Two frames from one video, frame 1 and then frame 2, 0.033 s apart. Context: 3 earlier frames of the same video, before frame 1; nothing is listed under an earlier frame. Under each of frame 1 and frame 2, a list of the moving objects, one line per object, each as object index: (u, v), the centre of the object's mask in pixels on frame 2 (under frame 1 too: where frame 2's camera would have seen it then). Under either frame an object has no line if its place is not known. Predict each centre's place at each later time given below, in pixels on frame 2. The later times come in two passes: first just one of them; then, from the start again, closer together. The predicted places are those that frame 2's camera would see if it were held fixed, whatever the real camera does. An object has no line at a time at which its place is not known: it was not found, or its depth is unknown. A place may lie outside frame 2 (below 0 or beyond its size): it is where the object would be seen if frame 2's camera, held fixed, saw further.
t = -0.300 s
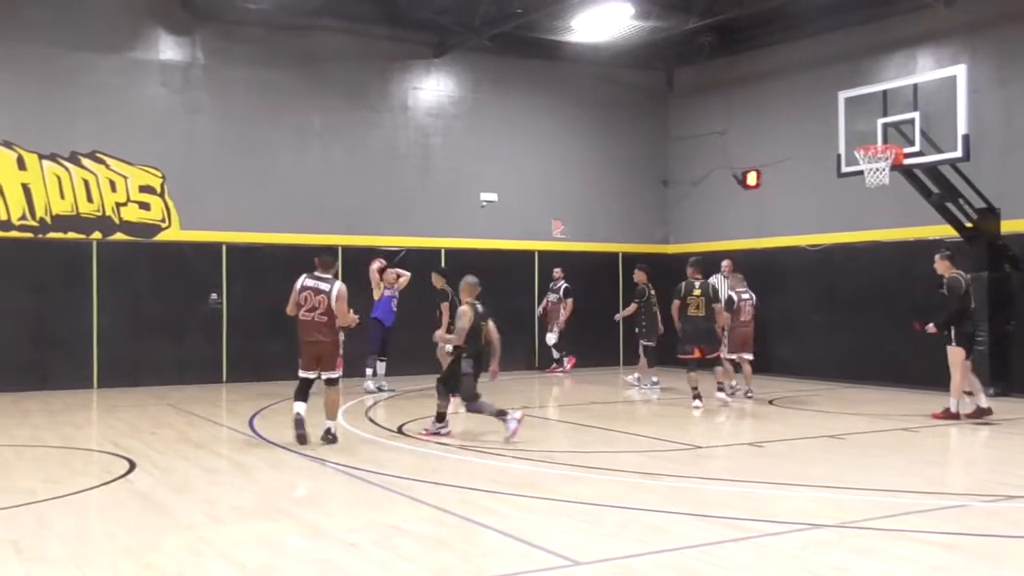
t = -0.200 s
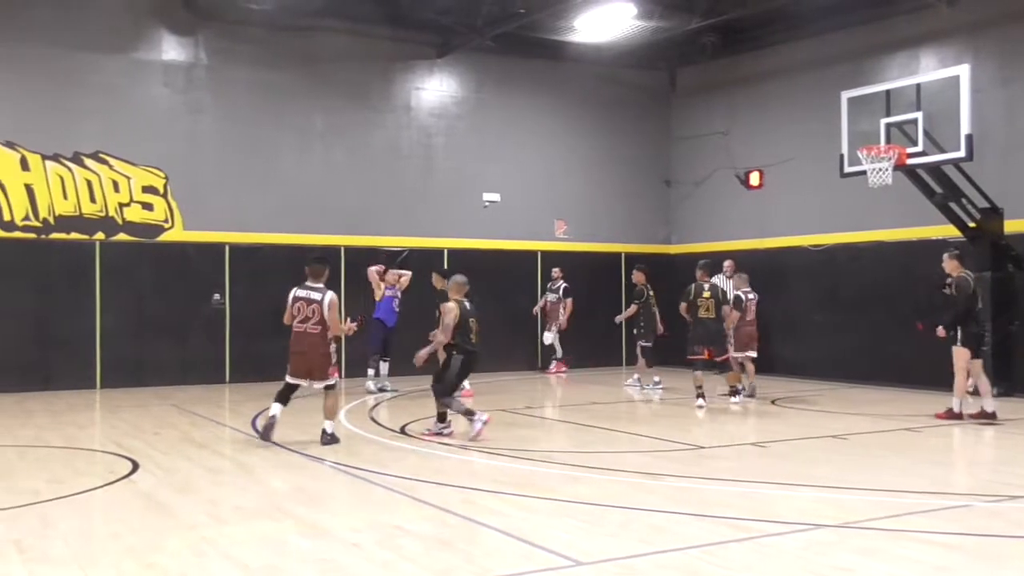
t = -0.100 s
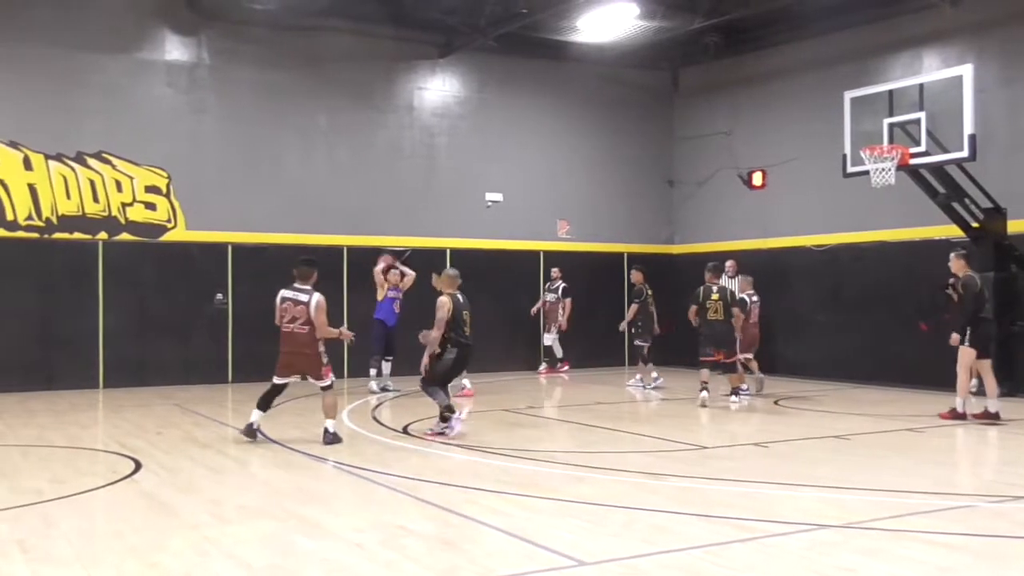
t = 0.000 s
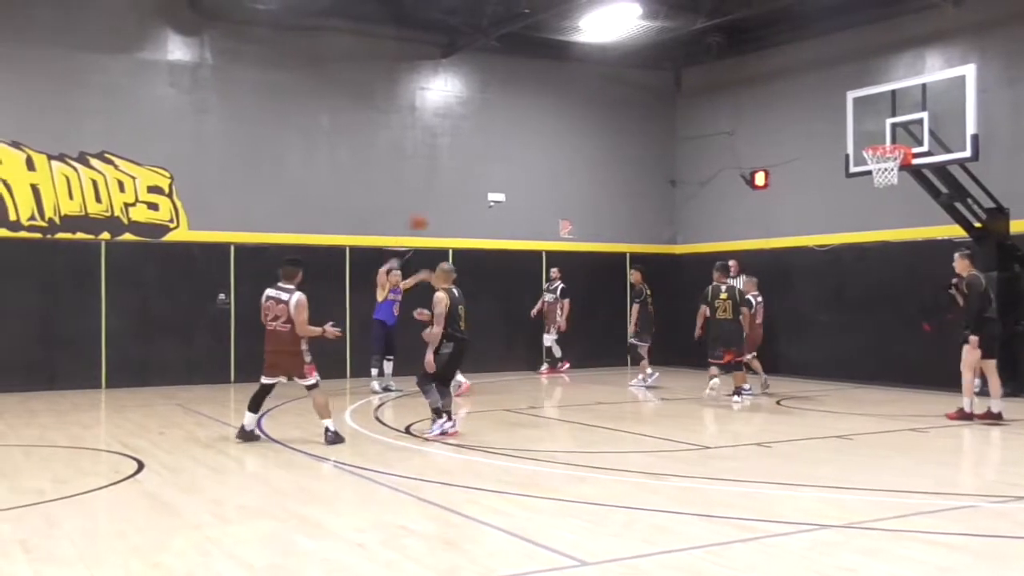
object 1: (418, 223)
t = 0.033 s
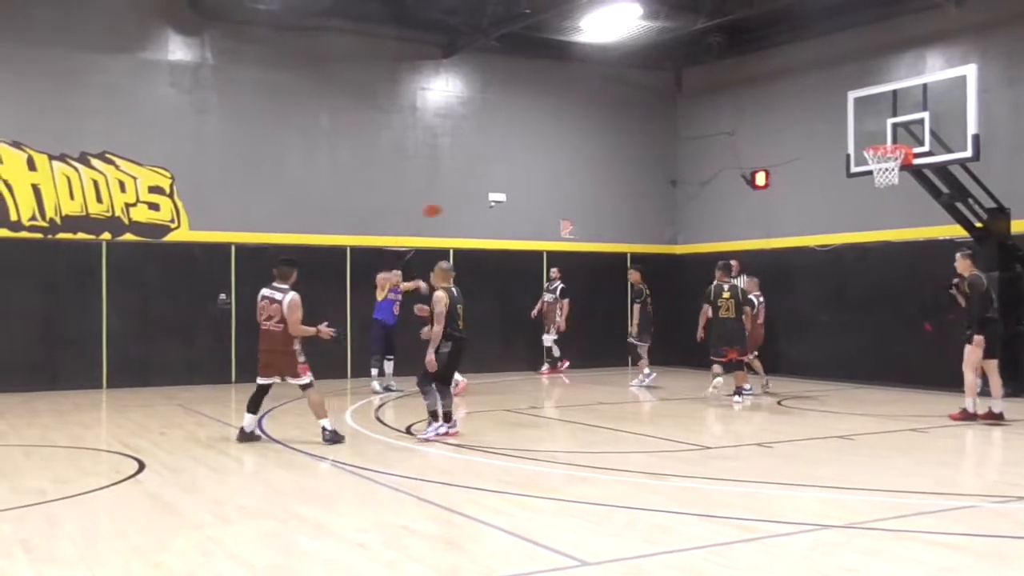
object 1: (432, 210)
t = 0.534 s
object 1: (697, 77)
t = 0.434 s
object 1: (630, 90)
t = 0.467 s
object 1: (651, 85)
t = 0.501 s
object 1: (674, 80)
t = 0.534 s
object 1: (697, 77)
